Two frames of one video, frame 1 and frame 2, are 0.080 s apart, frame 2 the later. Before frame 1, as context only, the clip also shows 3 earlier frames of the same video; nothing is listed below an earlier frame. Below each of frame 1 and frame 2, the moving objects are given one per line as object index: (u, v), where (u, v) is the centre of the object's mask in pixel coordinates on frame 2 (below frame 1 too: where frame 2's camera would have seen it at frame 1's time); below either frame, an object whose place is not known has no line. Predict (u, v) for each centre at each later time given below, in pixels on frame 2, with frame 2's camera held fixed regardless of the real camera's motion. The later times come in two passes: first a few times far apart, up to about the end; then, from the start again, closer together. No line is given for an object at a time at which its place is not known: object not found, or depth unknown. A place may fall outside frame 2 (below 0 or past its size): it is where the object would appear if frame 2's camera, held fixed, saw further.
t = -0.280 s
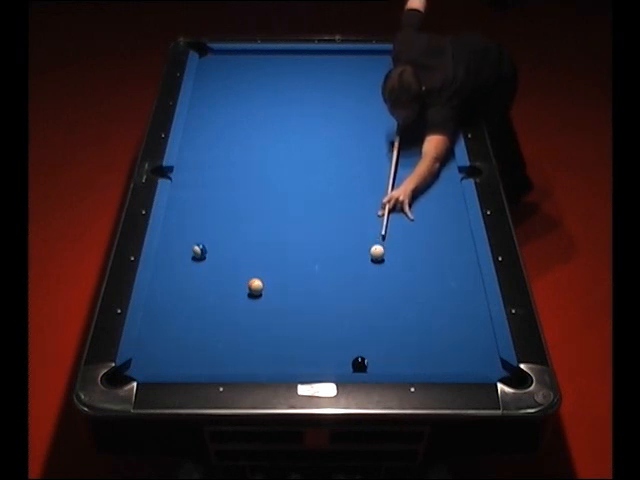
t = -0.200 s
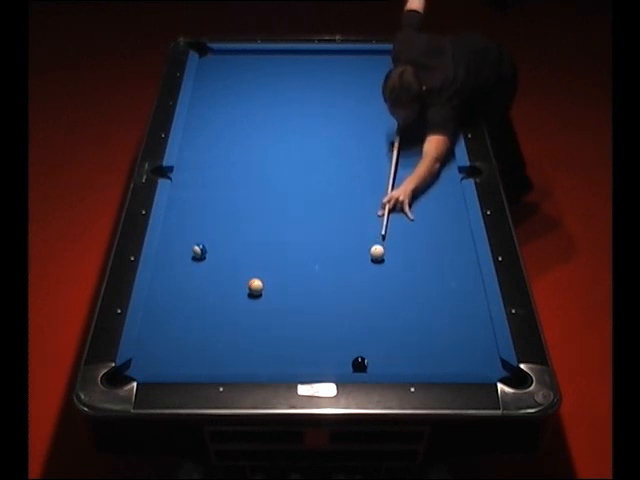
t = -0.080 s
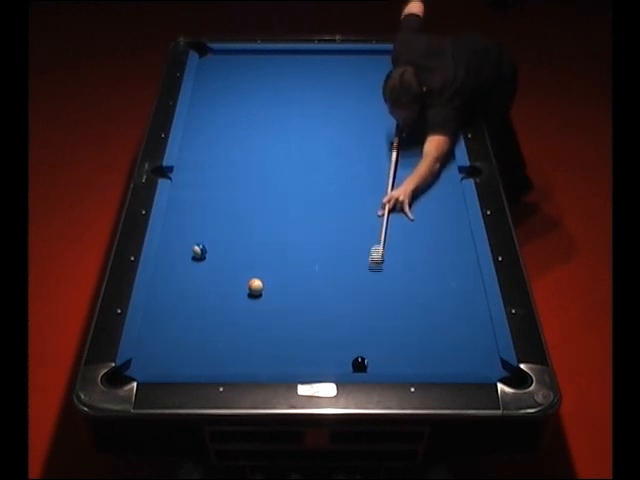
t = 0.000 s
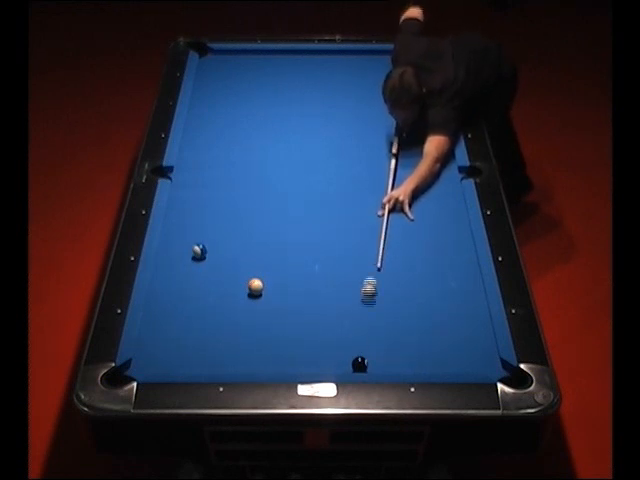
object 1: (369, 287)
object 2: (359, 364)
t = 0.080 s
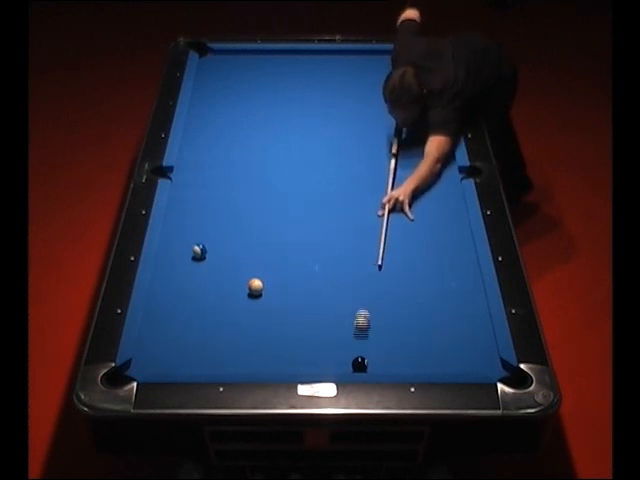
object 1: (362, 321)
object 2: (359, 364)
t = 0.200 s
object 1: (345, 357)
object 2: (361, 363)
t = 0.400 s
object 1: (313, 363)
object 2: (363, 326)
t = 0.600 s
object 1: (285, 364)
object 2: (364, 292)
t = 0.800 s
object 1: (261, 362)
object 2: (365, 262)
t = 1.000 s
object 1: (238, 360)
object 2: (366, 234)
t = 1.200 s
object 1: (216, 357)
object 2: (367, 209)
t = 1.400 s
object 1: (195, 354)
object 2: (367, 186)
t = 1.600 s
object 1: (176, 349)
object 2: (368, 164)
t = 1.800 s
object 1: (158, 346)
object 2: (368, 145)
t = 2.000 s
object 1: (145, 344)
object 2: (369, 127)
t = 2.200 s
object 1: (153, 345)
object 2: (370, 111)
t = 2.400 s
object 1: (160, 347)
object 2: (371, 95)
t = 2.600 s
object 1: (167, 348)
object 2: (372, 81)
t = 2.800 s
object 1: (173, 348)
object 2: (373, 68)
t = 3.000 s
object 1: (178, 349)
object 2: (373, 57)
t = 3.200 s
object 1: (182, 350)
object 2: (374, 59)
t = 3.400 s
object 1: (186, 350)
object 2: (376, 65)
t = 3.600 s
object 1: (189, 350)
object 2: (377, 71)
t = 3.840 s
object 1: (191, 351)
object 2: (379, 79)
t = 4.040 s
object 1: (193, 351)
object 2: (380, 85)
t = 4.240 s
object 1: (194, 351)
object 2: (381, 91)
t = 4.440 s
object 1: (194, 352)
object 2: (382, 96)
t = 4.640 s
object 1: (194, 351)
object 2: (383, 101)
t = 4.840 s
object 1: (194, 351)
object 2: (384, 106)
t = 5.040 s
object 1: (194, 351)
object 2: (385, 111)
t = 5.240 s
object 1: (194, 351)
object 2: (386, 116)
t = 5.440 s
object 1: (194, 351)
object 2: (386, 120)
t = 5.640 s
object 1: (194, 351)
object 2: (388, 125)
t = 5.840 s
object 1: (195, 352)
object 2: (389, 128)
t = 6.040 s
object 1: (194, 352)
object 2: (390, 131)
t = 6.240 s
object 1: (194, 352)
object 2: (391, 134)
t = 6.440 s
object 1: (194, 352)
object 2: (392, 137)
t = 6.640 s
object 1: (194, 352)
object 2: (393, 139)
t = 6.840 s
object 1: (194, 352)
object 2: (394, 141)
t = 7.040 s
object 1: (194, 352)
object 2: (395, 143)
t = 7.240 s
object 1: (194, 352)
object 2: (395, 144)
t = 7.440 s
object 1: (194, 352)
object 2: (396, 145)
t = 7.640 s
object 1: (194, 352)
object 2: (396, 146)
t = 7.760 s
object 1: (194, 352)
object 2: (396, 146)
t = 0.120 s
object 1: (358, 339)
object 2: (359, 364)
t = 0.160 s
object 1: (354, 351)
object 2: (359, 365)
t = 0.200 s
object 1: (345, 357)
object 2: (361, 363)
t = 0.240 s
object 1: (338, 357)
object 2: (362, 356)
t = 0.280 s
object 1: (332, 360)
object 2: (362, 348)
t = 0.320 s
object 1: (325, 362)
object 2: (363, 340)
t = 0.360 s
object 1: (319, 362)
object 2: (363, 334)
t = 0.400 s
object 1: (313, 363)
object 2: (363, 326)
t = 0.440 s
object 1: (307, 364)
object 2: (364, 319)
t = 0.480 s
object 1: (300, 365)
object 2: (364, 312)
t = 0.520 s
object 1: (294, 366)
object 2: (364, 306)
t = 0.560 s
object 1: (290, 365)
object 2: (364, 299)
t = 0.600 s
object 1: (285, 364)
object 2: (364, 292)
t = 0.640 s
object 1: (280, 364)
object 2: (365, 286)
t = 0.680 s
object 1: (275, 364)
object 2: (365, 280)
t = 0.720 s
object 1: (270, 363)
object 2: (365, 274)
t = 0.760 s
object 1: (265, 363)
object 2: (365, 268)
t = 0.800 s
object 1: (261, 362)
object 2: (365, 262)
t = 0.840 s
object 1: (256, 362)
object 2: (366, 256)
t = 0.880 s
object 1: (252, 362)
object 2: (365, 250)
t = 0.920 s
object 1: (247, 361)
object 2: (366, 245)
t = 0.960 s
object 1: (242, 361)
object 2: (366, 240)
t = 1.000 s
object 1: (238, 360)
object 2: (366, 234)
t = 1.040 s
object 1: (233, 360)
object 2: (366, 229)
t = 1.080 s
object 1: (229, 359)
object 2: (366, 224)
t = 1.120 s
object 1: (225, 359)
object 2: (367, 219)
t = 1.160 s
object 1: (220, 358)
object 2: (366, 214)
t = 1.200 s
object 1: (216, 357)
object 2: (367, 209)
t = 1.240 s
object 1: (212, 357)
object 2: (367, 204)
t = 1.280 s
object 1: (208, 356)
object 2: (367, 199)
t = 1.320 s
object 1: (204, 355)
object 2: (367, 194)
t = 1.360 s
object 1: (200, 355)
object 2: (367, 190)
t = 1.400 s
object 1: (195, 354)
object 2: (367, 186)
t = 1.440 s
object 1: (192, 354)
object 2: (367, 181)
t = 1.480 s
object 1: (188, 353)
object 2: (368, 177)
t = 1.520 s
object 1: (184, 350)
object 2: (368, 173)
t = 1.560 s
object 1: (180, 350)
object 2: (367, 169)
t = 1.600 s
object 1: (176, 349)
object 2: (368, 164)
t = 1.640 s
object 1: (173, 348)
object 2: (368, 161)
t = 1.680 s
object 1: (169, 348)
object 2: (368, 157)
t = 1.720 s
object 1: (165, 347)
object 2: (369, 153)
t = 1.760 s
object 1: (162, 346)
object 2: (368, 149)
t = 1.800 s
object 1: (158, 346)
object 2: (368, 145)
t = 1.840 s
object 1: (154, 345)
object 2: (369, 141)
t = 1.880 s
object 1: (151, 345)
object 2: (369, 138)
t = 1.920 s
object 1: (147, 345)
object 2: (369, 135)
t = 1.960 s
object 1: (144, 344)
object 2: (369, 130)
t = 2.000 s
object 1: (145, 344)
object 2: (369, 127)
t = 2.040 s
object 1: (146, 345)
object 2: (369, 124)
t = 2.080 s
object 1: (148, 345)
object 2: (370, 120)
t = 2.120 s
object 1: (150, 345)
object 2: (370, 117)
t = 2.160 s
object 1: (151, 345)
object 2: (370, 114)
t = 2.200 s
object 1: (153, 345)
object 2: (370, 111)
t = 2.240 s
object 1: (154, 346)
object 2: (370, 108)
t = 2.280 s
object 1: (156, 346)
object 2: (370, 104)
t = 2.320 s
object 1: (157, 346)
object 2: (371, 102)
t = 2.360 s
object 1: (159, 346)
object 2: (371, 98)
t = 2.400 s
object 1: (160, 347)
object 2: (371, 95)
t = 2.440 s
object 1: (162, 347)
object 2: (371, 93)
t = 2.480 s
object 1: (163, 347)
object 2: (371, 90)
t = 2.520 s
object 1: (164, 347)
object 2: (372, 87)
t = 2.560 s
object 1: (165, 347)
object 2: (372, 84)
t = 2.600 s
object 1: (167, 348)
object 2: (372, 81)
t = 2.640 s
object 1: (168, 348)
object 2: (372, 79)
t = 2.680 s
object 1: (169, 348)
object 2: (372, 76)
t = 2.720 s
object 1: (170, 348)
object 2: (372, 73)
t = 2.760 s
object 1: (171, 348)
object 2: (373, 71)
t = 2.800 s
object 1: (173, 348)
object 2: (373, 68)
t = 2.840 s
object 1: (174, 348)
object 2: (373, 66)
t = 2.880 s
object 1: (175, 348)
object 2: (372, 63)
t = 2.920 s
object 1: (176, 349)
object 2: (373, 61)
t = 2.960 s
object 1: (177, 349)
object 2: (373, 58)
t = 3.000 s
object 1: (178, 349)
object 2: (373, 57)
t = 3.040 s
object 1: (179, 349)
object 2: (373, 54)
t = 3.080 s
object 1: (180, 349)
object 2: (373, 55)
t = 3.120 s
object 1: (181, 350)
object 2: (373, 56)
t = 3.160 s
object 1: (181, 350)
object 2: (374, 57)
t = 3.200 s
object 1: (182, 350)
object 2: (374, 59)
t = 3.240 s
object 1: (183, 350)
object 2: (374, 60)
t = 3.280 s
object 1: (184, 350)
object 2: (375, 61)
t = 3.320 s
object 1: (184, 350)
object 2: (375, 62)
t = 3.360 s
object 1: (185, 350)
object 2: (376, 64)
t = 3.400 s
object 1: (186, 350)
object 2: (376, 65)
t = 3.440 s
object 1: (186, 350)
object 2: (376, 66)
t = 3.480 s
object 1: (187, 351)
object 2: (377, 68)
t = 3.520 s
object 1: (188, 351)
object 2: (377, 69)
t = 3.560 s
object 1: (188, 351)
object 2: (377, 70)
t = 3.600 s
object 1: (189, 350)
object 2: (377, 71)
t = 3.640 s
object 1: (189, 351)
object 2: (378, 73)
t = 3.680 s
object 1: (190, 351)
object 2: (378, 74)
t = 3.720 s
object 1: (190, 351)
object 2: (378, 75)
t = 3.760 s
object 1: (191, 351)
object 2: (378, 77)
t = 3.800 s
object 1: (191, 351)
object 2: (379, 78)
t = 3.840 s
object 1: (191, 351)
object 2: (379, 79)
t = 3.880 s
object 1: (192, 351)
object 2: (379, 80)
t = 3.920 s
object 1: (192, 351)
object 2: (379, 81)
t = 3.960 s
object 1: (192, 351)
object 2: (380, 83)
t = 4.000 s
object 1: (192, 351)
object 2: (380, 84)
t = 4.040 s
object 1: (193, 351)
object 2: (380, 85)
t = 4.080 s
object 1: (193, 351)
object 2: (380, 86)
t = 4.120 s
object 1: (193, 351)
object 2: (381, 87)
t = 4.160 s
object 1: (193, 351)
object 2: (381, 89)
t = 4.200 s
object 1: (194, 351)
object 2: (381, 90)
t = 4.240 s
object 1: (194, 351)
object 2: (381, 91)
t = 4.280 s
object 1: (194, 352)
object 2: (381, 92)
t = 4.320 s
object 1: (194, 352)
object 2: (381, 93)
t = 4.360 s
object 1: (194, 352)
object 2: (382, 94)
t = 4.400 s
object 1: (194, 352)
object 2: (382, 95)
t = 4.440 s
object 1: (194, 352)
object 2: (382, 96)
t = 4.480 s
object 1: (194, 352)
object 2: (382, 97)
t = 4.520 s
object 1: (194, 352)
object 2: (382, 98)
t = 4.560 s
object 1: (194, 352)
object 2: (383, 99)
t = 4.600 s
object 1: (194, 352)
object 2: (383, 101)
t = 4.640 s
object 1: (194, 351)
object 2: (383, 101)
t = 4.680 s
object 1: (194, 351)
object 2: (383, 102)
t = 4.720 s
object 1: (194, 351)
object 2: (383, 103)
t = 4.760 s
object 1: (194, 351)
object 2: (383, 104)
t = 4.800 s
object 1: (194, 351)
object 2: (384, 106)
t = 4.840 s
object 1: (194, 351)
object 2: (384, 106)
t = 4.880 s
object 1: (194, 351)
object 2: (384, 107)
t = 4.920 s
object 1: (194, 351)
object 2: (384, 108)
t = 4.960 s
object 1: (194, 351)
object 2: (385, 109)
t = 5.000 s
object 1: (194, 351)
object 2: (385, 110)
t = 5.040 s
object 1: (194, 351)
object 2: (385, 111)
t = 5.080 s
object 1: (194, 351)
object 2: (385, 113)
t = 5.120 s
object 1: (194, 351)
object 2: (385, 114)
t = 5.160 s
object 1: (194, 351)
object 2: (385, 114)
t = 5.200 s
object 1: (194, 351)
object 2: (385, 115)
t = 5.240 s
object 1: (194, 351)
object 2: (386, 116)
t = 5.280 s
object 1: (194, 351)
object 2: (386, 117)
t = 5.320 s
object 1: (194, 351)
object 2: (386, 118)
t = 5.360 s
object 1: (194, 351)
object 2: (386, 119)
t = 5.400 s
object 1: (194, 351)
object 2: (386, 120)
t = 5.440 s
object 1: (194, 351)
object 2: (386, 120)
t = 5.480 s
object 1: (194, 351)
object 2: (387, 121)
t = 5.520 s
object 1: (194, 351)
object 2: (387, 122)
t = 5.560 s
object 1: (194, 351)
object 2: (387, 123)
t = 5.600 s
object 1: (194, 351)
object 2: (388, 124)
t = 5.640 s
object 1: (194, 351)
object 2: (388, 125)
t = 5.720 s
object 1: (195, 351)
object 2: (388, 126)
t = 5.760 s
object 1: (195, 352)
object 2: (388, 127)
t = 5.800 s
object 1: (195, 352)
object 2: (388, 127)
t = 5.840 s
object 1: (195, 352)
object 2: (389, 128)
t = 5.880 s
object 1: (195, 352)
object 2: (389, 129)
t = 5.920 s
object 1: (195, 352)
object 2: (389, 130)
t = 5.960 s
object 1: (194, 352)
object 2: (389, 130)
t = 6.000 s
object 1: (194, 352)
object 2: (390, 131)
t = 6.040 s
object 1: (194, 352)
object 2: (390, 131)
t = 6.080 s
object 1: (194, 352)
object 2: (390, 132)
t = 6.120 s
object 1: (194, 352)
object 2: (390, 133)
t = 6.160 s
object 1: (194, 352)
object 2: (391, 133)
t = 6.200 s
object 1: (194, 352)
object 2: (391, 134)
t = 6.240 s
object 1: (194, 352)
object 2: (391, 134)
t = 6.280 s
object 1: (194, 352)
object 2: (391, 135)
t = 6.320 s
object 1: (194, 352)
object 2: (392, 136)
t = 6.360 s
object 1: (194, 352)
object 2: (392, 136)
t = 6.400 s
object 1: (194, 352)
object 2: (392, 136)
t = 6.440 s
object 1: (194, 352)
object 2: (392, 137)
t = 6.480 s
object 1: (194, 352)
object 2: (392, 138)
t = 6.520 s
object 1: (194, 352)
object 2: (392, 138)
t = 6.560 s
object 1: (194, 352)
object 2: (393, 138)
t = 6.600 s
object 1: (194, 352)
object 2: (393, 139)
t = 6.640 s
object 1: (194, 352)
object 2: (393, 139)
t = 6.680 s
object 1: (194, 352)
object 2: (393, 140)
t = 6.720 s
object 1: (194, 352)
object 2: (393, 140)
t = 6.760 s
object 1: (194, 352)
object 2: (394, 141)
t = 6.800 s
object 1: (194, 352)
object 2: (394, 141)
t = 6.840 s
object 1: (194, 352)
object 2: (394, 141)
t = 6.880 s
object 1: (194, 352)
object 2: (394, 142)
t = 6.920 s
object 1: (194, 352)
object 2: (394, 142)
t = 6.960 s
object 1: (194, 352)
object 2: (395, 142)
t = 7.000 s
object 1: (194, 352)
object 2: (395, 143)
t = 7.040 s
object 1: (194, 352)
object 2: (395, 143)
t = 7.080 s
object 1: (194, 352)
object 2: (395, 143)
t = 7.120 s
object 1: (194, 352)
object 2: (395, 144)
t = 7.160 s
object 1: (194, 352)
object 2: (395, 144)
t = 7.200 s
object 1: (194, 352)
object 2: (395, 144)
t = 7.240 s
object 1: (194, 352)
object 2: (395, 144)
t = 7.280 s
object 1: (194, 352)
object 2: (395, 145)
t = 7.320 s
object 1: (194, 352)
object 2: (396, 145)
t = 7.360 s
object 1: (194, 352)
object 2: (396, 145)
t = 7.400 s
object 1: (194, 352)
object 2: (396, 145)
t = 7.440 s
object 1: (194, 352)
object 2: (396, 145)
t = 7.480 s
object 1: (194, 352)
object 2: (396, 146)
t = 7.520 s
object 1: (194, 352)
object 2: (396, 146)
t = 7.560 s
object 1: (194, 352)
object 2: (396, 146)
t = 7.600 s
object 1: (194, 352)
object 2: (396, 146)
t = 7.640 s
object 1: (194, 352)
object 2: (396, 146)
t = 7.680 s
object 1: (194, 352)
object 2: (396, 146)
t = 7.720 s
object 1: (194, 352)
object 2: (396, 147)
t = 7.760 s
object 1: (194, 352)
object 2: (396, 146)
